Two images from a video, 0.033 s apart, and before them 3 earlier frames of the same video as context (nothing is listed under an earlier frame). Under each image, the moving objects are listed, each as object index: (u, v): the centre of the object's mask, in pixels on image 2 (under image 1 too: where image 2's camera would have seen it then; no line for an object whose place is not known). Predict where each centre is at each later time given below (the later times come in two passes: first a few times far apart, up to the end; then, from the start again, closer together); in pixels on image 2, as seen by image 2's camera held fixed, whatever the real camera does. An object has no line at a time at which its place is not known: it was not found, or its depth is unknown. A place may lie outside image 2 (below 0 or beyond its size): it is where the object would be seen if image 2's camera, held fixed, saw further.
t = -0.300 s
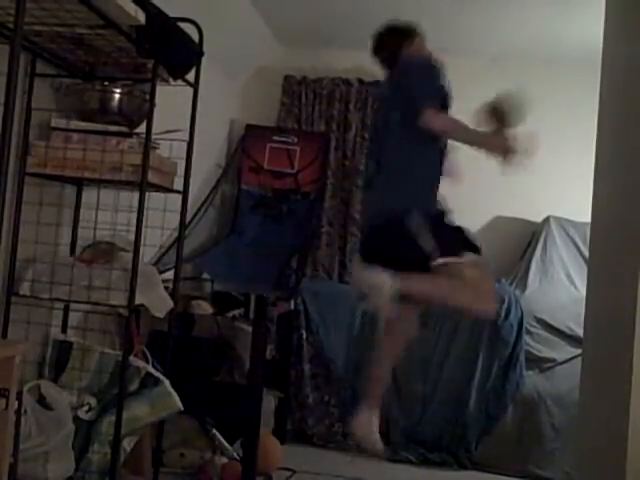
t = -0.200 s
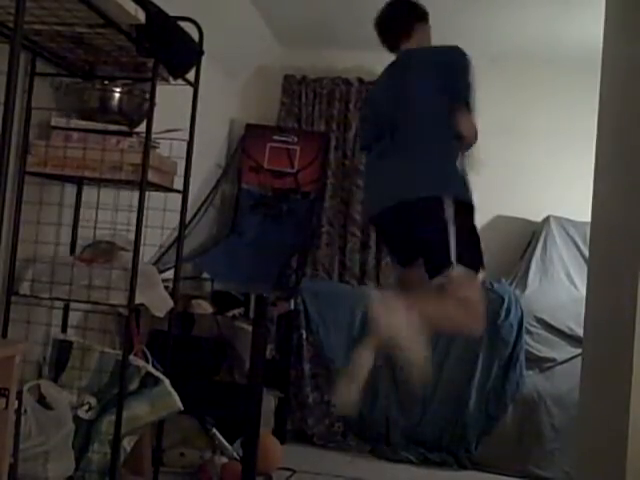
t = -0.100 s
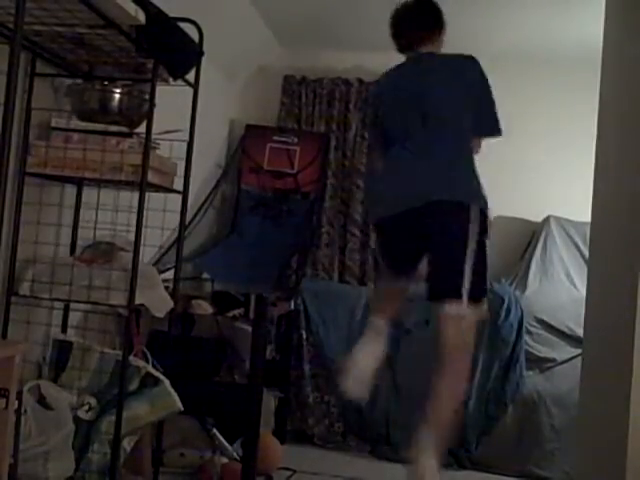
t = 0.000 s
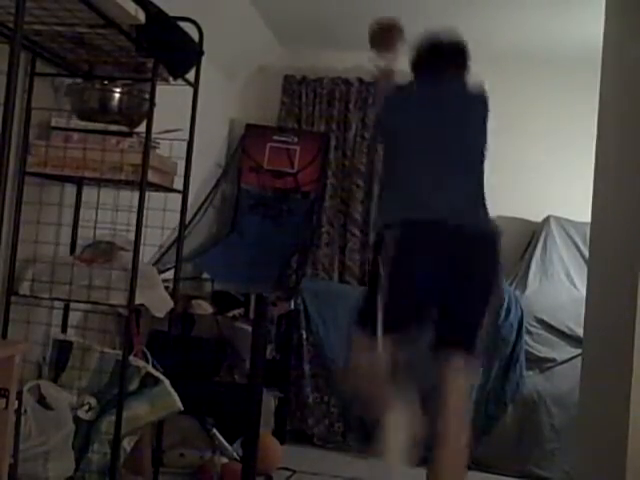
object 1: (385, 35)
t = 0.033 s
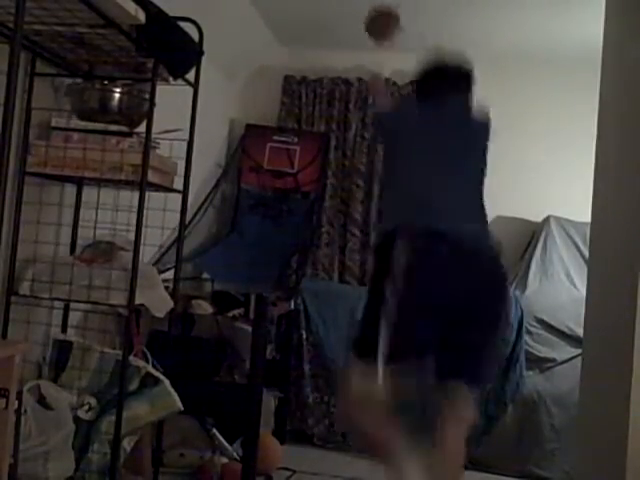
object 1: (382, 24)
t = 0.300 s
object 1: (353, 17)
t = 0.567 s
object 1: (321, 142)
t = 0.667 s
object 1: (305, 208)
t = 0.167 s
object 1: (369, 9)
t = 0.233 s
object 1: (361, 11)
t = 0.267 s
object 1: (357, 13)
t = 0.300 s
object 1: (353, 17)
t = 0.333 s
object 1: (349, 26)
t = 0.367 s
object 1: (345, 36)
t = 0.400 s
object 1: (341, 50)
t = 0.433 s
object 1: (337, 66)
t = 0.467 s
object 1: (334, 80)
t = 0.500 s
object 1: (330, 98)
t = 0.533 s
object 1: (327, 116)
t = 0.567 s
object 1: (321, 142)
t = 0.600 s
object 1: (317, 171)
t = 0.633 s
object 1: (313, 190)
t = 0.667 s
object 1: (305, 208)
